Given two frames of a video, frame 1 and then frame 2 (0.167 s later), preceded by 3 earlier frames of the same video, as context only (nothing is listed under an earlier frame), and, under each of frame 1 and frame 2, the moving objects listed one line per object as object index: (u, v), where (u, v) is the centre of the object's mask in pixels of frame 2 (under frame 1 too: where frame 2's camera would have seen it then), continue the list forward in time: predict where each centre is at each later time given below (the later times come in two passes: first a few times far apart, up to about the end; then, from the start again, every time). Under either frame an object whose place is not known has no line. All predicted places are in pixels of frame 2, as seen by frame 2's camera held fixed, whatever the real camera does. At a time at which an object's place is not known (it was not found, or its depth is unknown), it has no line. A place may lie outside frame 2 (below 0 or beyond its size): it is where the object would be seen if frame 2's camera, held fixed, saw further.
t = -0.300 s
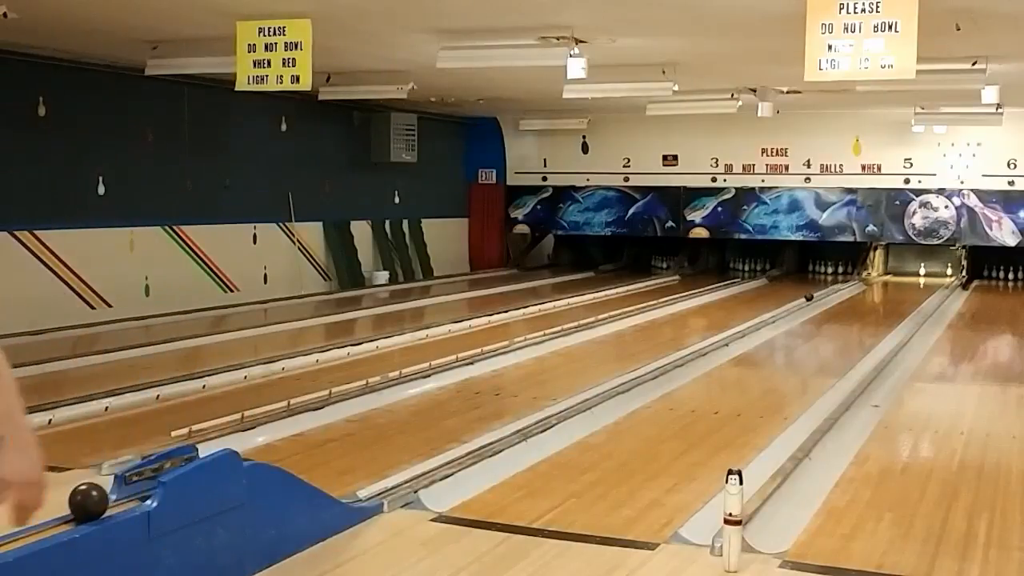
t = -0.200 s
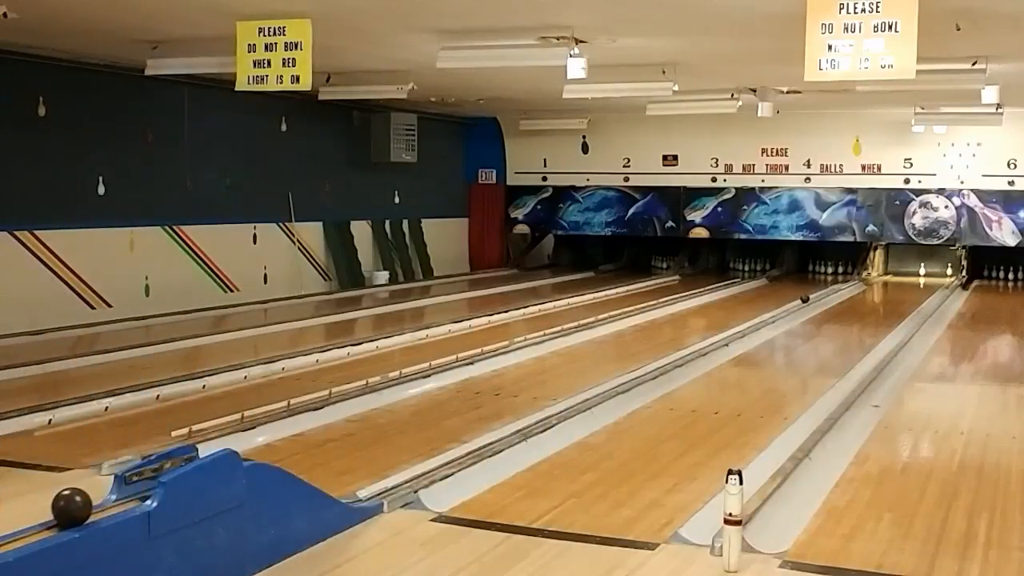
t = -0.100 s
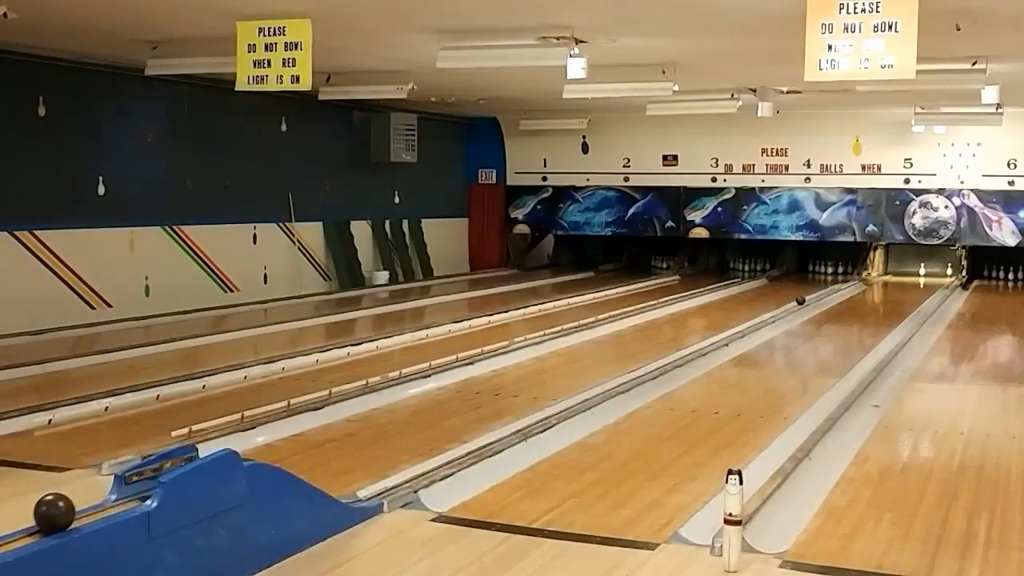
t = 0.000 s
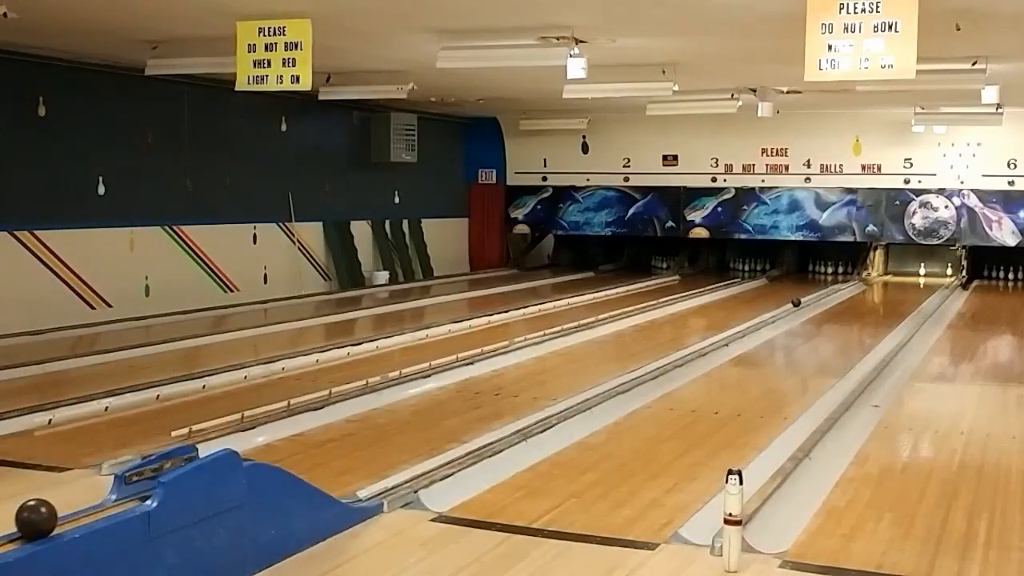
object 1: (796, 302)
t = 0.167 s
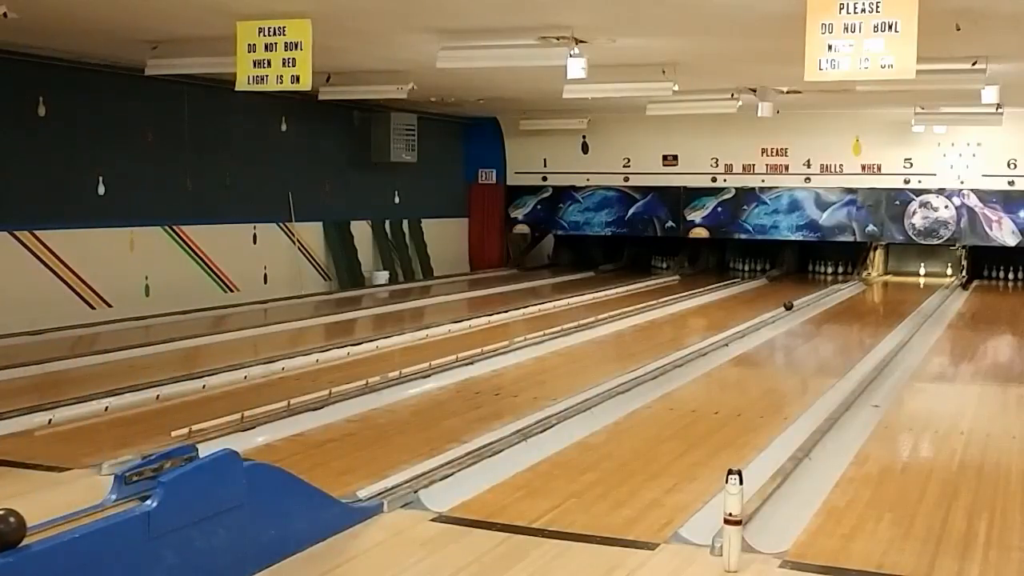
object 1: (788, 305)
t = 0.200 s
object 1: (786, 306)
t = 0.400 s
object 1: (776, 310)
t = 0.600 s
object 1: (765, 315)
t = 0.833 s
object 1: (752, 321)
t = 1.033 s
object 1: (739, 327)
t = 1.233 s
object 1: (725, 333)
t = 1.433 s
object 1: (710, 339)
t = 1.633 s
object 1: (690, 347)
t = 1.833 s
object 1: (671, 356)
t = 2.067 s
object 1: (646, 366)
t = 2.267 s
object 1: (623, 376)
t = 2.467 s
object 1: (596, 387)
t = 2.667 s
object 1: (566, 400)
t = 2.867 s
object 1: (531, 415)
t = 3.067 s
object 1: (492, 433)
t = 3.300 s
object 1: (436, 457)
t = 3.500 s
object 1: (380, 482)
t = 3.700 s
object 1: (320, 473)
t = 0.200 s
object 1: (786, 306)
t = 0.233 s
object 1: (785, 307)
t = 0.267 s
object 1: (783, 307)
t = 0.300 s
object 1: (781, 308)
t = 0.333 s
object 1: (780, 309)
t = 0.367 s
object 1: (778, 310)
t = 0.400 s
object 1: (776, 310)
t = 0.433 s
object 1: (774, 311)
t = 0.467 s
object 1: (773, 312)
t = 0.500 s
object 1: (771, 313)
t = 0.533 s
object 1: (769, 313)
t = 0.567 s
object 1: (767, 314)
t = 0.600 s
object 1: (765, 315)
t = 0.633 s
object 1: (763, 316)
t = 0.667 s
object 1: (762, 317)
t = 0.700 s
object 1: (760, 318)
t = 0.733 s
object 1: (758, 318)
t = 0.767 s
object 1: (756, 319)
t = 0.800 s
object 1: (754, 320)
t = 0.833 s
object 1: (752, 321)
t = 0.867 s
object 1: (750, 322)
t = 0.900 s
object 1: (748, 323)
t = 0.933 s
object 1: (746, 324)
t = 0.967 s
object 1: (744, 325)
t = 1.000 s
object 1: (741, 326)
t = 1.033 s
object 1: (739, 327)
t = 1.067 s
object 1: (737, 327)
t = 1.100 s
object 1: (734, 329)
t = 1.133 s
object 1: (732, 329)
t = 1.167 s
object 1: (730, 330)
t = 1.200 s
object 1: (727, 331)
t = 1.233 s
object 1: (725, 333)
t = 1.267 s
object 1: (722, 334)
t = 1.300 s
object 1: (720, 335)
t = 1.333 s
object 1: (717, 336)
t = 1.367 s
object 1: (715, 337)
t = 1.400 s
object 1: (712, 338)
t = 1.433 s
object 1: (710, 339)
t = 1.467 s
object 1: (704, 342)
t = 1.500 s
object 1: (701, 343)
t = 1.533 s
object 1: (698, 344)
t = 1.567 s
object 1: (695, 345)
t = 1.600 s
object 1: (693, 346)
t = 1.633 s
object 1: (690, 347)
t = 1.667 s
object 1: (686, 349)
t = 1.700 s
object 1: (683, 350)
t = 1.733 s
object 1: (680, 352)
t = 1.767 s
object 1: (677, 353)
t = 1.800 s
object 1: (674, 354)
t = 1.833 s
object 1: (671, 356)
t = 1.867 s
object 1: (668, 357)
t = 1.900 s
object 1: (664, 359)
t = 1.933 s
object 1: (661, 360)
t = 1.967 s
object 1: (658, 362)
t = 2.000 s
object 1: (654, 363)
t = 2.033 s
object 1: (650, 365)
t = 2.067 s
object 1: (646, 366)
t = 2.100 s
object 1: (643, 368)
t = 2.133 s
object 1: (639, 370)
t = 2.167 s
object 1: (635, 371)
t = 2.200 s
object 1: (631, 372)
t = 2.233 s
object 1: (627, 374)
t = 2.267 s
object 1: (623, 376)
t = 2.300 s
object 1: (618, 378)
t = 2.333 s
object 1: (614, 380)
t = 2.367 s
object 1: (610, 381)
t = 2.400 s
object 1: (605, 383)
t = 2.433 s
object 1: (600, 385)
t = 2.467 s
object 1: (596, 387)
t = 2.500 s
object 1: (591, 389)
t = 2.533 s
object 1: (586, 391)
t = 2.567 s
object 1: (581, 393)
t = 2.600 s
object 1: (576, 396)
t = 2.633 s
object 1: (572, 398)
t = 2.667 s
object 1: (566, 400)
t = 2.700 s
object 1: (561, 402)
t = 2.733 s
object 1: (555, 403)
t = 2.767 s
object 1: (549, 406)
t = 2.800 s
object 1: (544, 409)
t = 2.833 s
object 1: (538, 412)
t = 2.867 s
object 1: (531, 415)
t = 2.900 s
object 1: (525, 418)
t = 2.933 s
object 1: (519, 421)
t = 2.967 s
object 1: (513, 423)
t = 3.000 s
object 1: (506, 427)
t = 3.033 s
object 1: (499, 429)
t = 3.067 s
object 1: (492, 433)
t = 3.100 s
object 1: (484, 436)
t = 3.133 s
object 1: (477, 439)
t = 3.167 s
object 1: (469, 443)
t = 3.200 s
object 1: (461, 446)
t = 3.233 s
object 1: (453, 450)
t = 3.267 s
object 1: (445, 454)
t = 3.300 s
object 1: (436, 457)
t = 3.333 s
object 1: (428, 461)
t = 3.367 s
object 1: (419, 465)
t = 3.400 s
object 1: (409, 470)
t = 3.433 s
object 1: (399, 473)
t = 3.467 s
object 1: (390, 478)
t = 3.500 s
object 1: (380, 482)
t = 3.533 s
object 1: (369, 486)
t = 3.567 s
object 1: (357, 488)
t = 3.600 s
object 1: (347, 487)
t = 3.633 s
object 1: (338, 484)
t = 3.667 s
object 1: (329, 478)
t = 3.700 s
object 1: (320, 473)
